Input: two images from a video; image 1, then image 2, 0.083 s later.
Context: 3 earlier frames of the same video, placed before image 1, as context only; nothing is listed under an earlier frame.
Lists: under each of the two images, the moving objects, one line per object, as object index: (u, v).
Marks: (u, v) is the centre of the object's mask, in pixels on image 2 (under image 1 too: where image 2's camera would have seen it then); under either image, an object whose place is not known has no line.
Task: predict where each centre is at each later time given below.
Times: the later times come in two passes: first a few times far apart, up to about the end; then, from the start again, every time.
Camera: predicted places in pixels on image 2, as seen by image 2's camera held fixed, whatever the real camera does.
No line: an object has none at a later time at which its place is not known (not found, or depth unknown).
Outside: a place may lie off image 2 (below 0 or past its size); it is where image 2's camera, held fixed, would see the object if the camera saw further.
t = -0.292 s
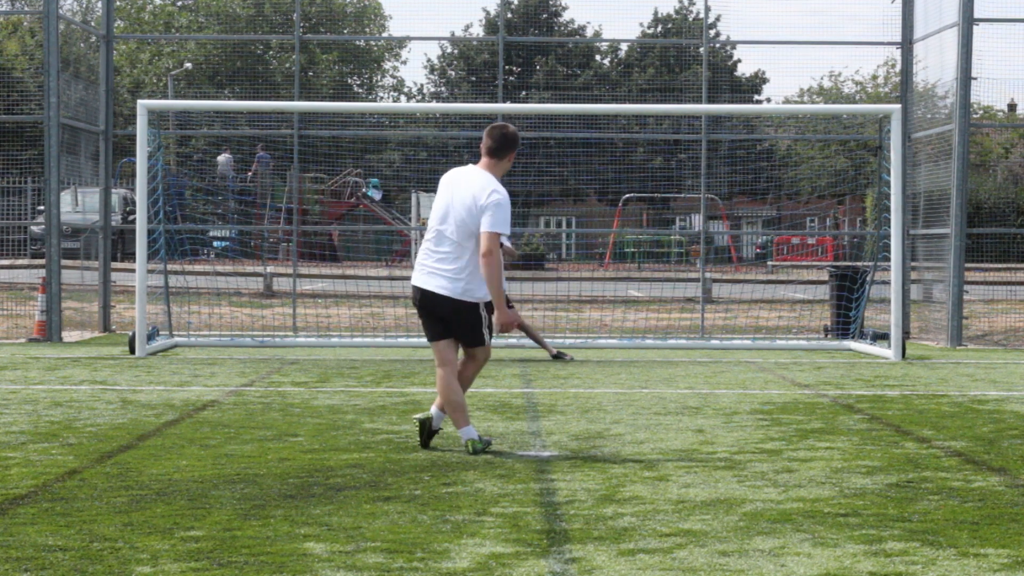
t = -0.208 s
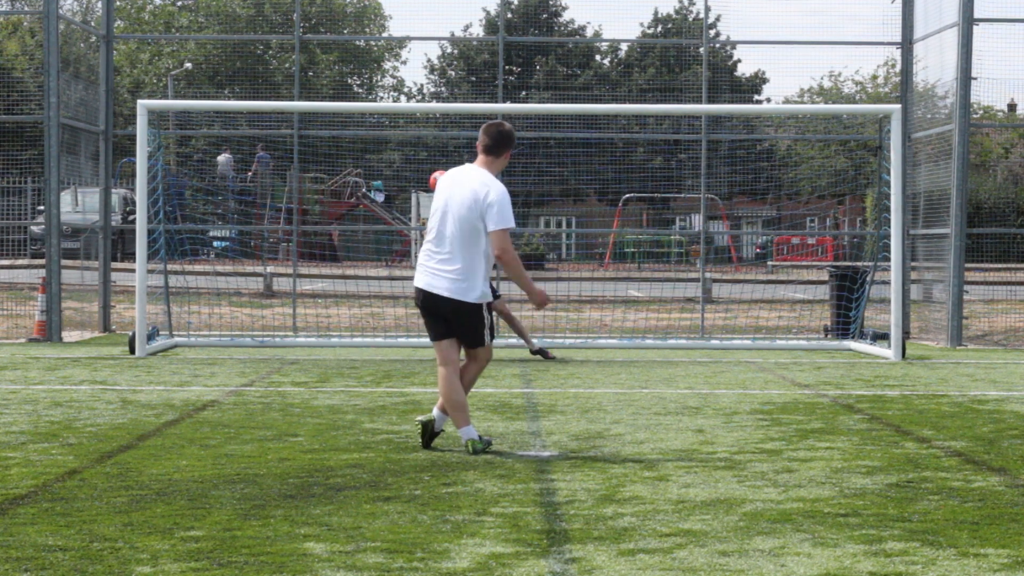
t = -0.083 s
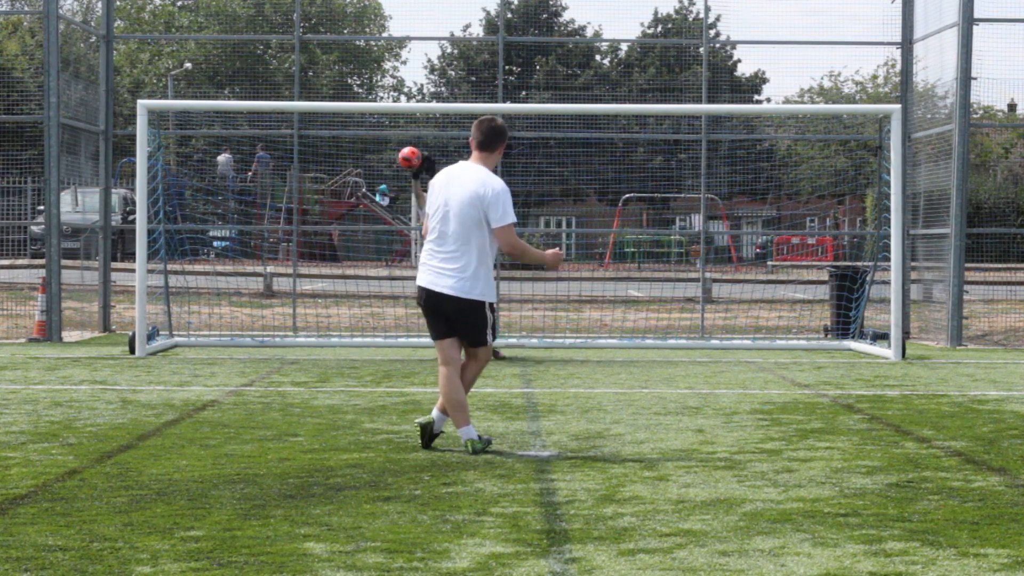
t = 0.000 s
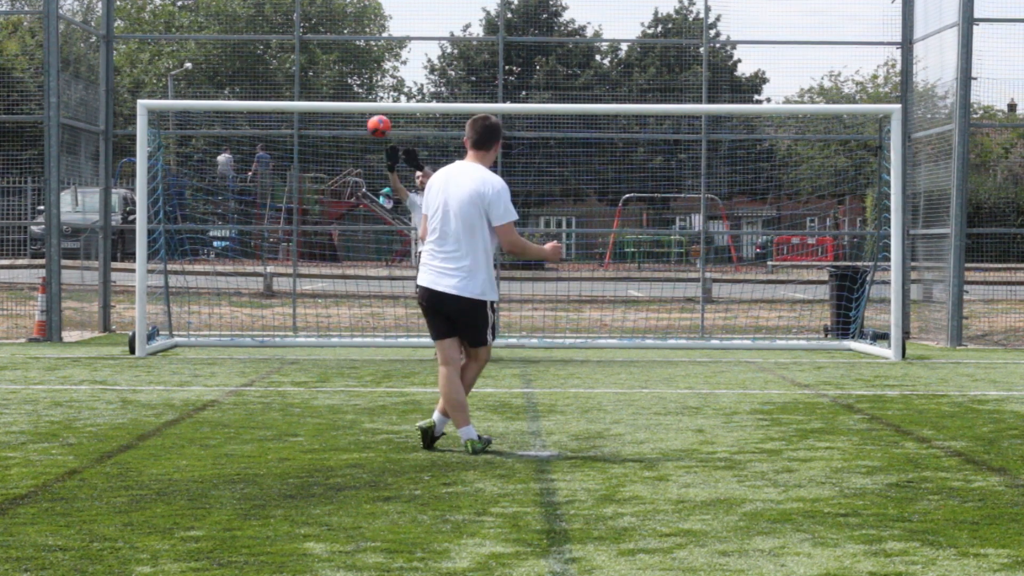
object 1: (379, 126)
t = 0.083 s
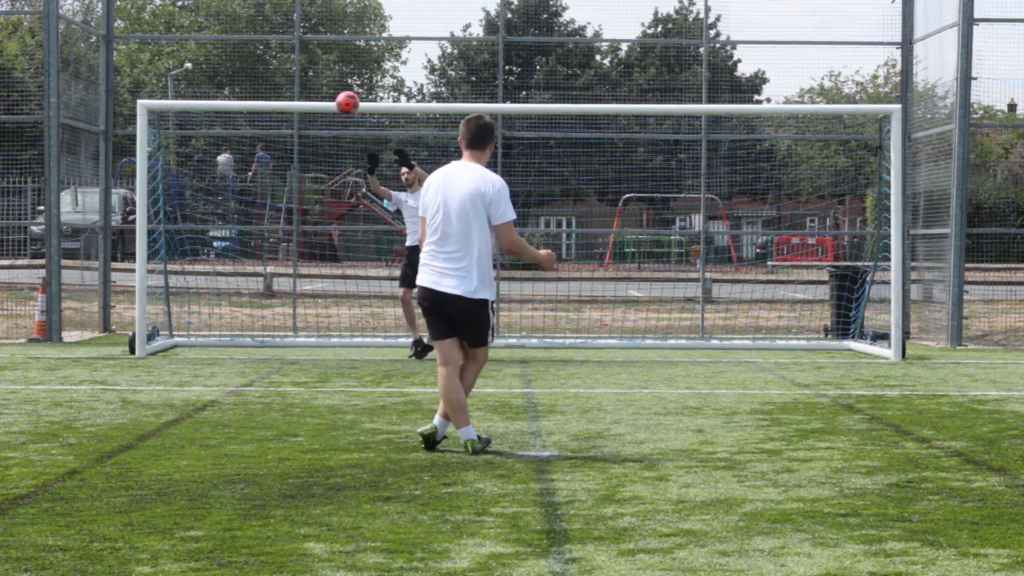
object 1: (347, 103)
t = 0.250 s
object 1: (282, 77)
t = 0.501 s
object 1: (179, 103)
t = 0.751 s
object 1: (70, 219)
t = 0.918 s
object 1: (4, 352)
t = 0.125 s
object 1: (331, 93)
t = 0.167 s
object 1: (315, 85)
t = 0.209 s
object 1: (298, 81)
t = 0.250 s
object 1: (282, 77)
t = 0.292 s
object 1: (265, 76)
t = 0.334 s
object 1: (248, 77)
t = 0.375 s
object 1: (231, 80)
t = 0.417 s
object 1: (214, 84)
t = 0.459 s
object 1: (196, 93)
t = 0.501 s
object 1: (179, 103)
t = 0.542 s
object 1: (161, 116)
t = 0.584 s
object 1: (143, 131)
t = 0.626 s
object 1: (125, 149)
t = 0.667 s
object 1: (107, 169)
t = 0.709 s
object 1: (89, 192)
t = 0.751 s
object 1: (70, 219)
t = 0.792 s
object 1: (52, 248)
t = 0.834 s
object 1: (35, 279)
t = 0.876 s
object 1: (15, 314)
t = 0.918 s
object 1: (4, 352)
